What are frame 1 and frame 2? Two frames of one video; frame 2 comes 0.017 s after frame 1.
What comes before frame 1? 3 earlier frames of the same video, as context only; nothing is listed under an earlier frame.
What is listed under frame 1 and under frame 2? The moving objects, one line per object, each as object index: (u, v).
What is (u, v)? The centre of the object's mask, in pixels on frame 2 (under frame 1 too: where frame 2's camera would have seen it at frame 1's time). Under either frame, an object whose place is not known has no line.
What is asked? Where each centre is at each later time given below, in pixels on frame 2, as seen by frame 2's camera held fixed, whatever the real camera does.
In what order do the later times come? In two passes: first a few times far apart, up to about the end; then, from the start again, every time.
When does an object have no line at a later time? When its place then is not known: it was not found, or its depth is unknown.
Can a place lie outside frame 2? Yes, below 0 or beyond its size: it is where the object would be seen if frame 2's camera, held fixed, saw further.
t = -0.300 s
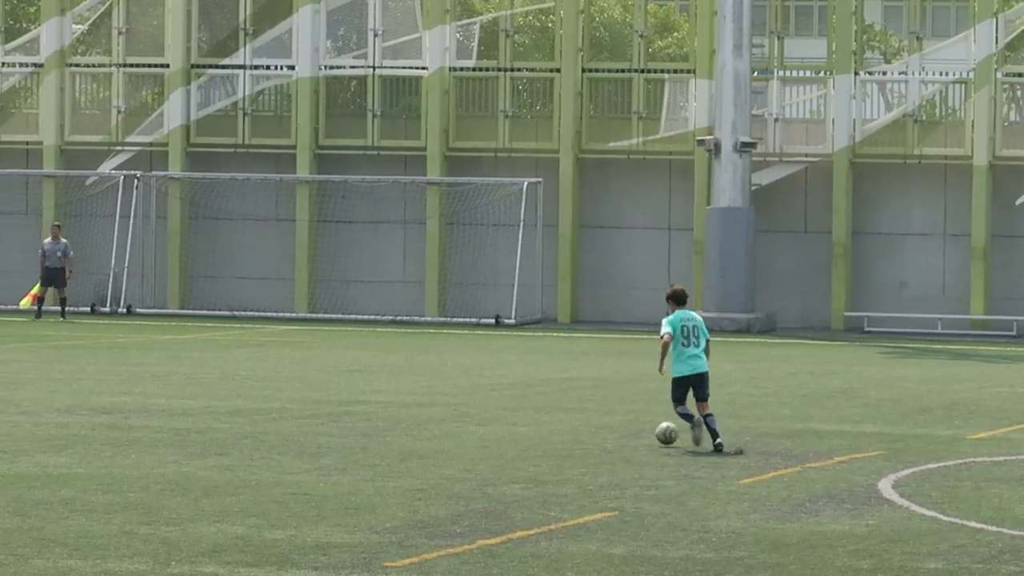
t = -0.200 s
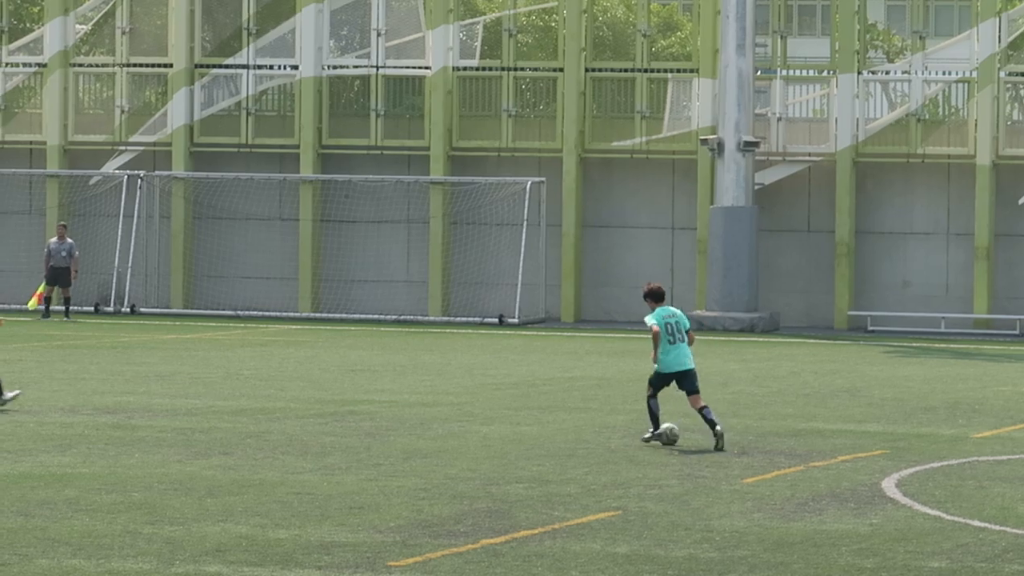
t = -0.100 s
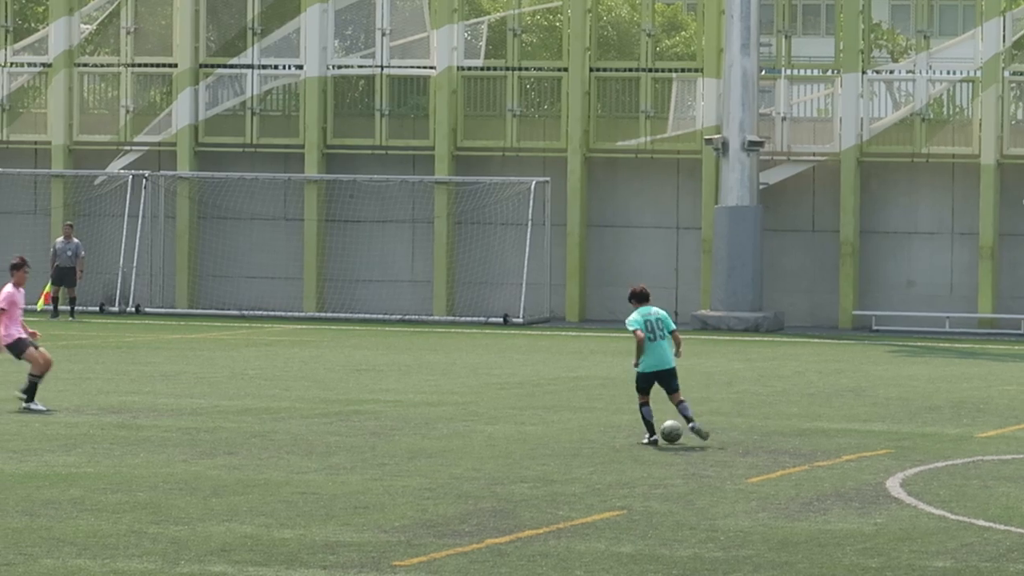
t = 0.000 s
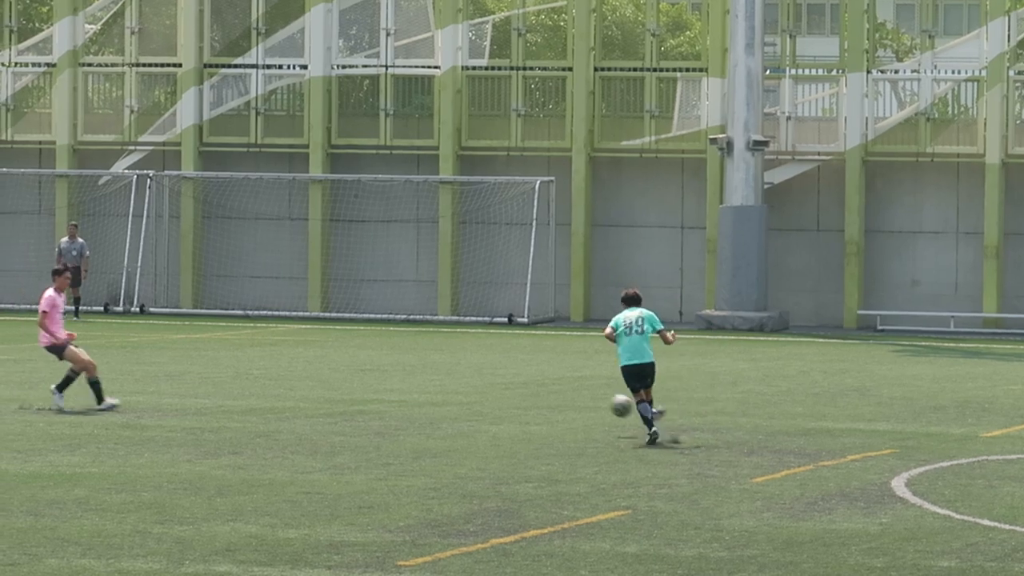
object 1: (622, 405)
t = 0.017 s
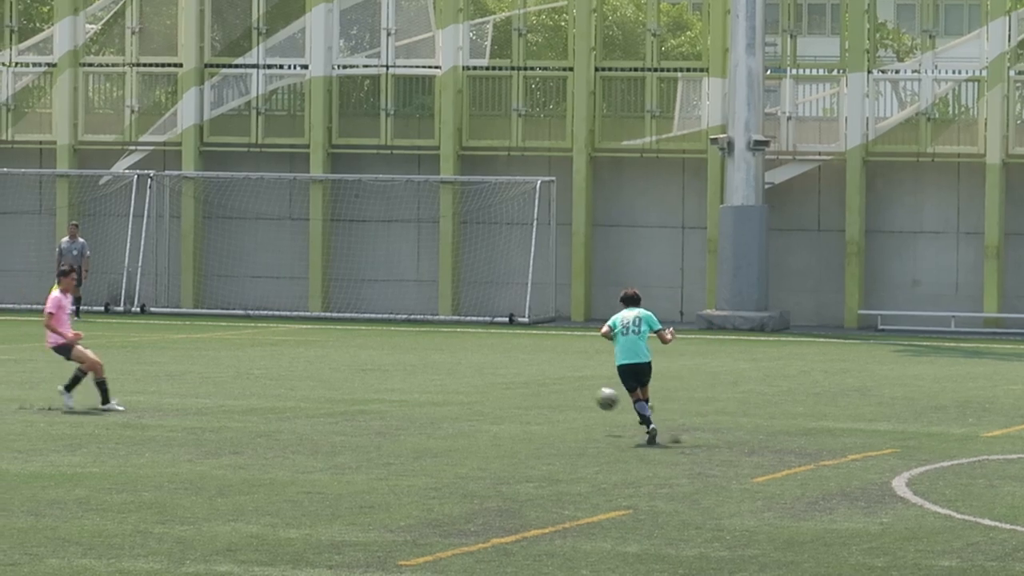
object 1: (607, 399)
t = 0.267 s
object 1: (392, 340)
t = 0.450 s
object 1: (246, 338)
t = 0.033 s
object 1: (591, 393)
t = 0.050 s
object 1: (577, 386)
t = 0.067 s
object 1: (562, 381)
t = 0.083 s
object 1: (547, 376)
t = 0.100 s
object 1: (533, 371)
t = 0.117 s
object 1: (519, 367)
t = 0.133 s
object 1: (505, 362)
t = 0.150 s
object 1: (491, 359)
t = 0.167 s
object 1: (476, 355)
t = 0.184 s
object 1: (462, 352)
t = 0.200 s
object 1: (448, 349)
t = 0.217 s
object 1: (434, 346)
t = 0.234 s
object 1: (420, 344)
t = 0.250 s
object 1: (406, 342)
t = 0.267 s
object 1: (392, 340)
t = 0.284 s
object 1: (379, 339)
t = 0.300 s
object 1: (365, 337)
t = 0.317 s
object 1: (351, 336)
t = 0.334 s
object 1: (338, 336)
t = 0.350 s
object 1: (326, 335)
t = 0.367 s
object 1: (312, 335)
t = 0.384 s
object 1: (299, 335)
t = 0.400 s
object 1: (286, 335)
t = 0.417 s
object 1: (274, 336)
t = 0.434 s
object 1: (260, 337)
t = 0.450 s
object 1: (246, 338)
